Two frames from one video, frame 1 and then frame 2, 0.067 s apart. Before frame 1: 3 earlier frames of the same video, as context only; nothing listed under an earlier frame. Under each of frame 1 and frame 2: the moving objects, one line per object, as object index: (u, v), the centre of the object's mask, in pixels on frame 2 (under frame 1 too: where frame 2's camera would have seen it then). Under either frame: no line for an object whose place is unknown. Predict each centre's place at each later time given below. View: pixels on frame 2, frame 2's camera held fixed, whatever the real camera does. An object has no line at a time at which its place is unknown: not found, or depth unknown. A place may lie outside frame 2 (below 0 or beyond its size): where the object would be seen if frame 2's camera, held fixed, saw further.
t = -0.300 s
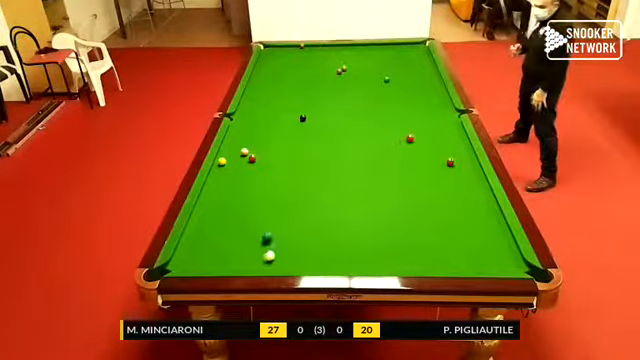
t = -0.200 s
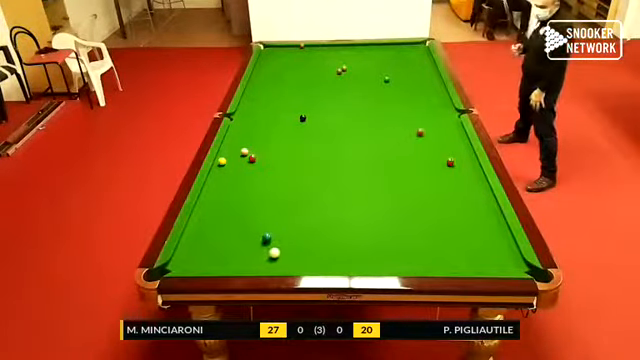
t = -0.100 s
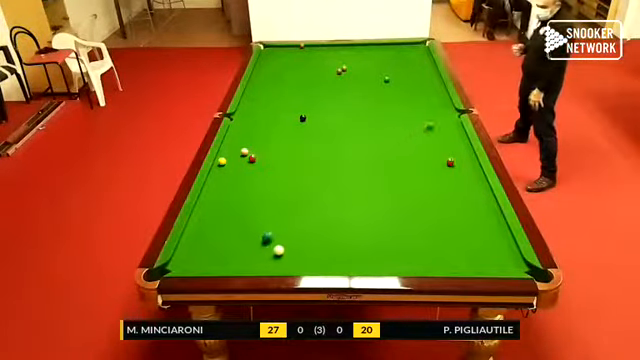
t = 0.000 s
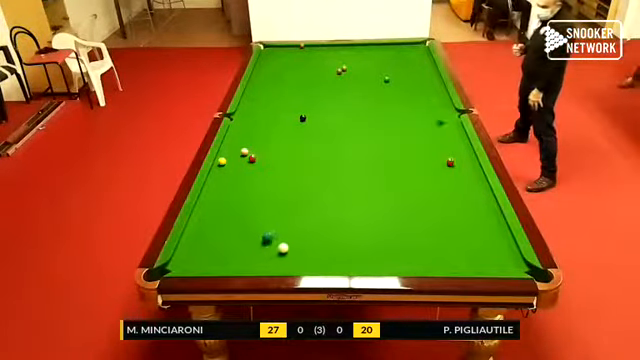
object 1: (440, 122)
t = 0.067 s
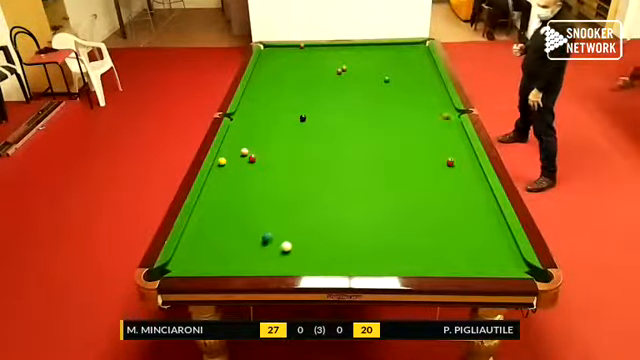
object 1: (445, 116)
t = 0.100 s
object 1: (449, 116)
